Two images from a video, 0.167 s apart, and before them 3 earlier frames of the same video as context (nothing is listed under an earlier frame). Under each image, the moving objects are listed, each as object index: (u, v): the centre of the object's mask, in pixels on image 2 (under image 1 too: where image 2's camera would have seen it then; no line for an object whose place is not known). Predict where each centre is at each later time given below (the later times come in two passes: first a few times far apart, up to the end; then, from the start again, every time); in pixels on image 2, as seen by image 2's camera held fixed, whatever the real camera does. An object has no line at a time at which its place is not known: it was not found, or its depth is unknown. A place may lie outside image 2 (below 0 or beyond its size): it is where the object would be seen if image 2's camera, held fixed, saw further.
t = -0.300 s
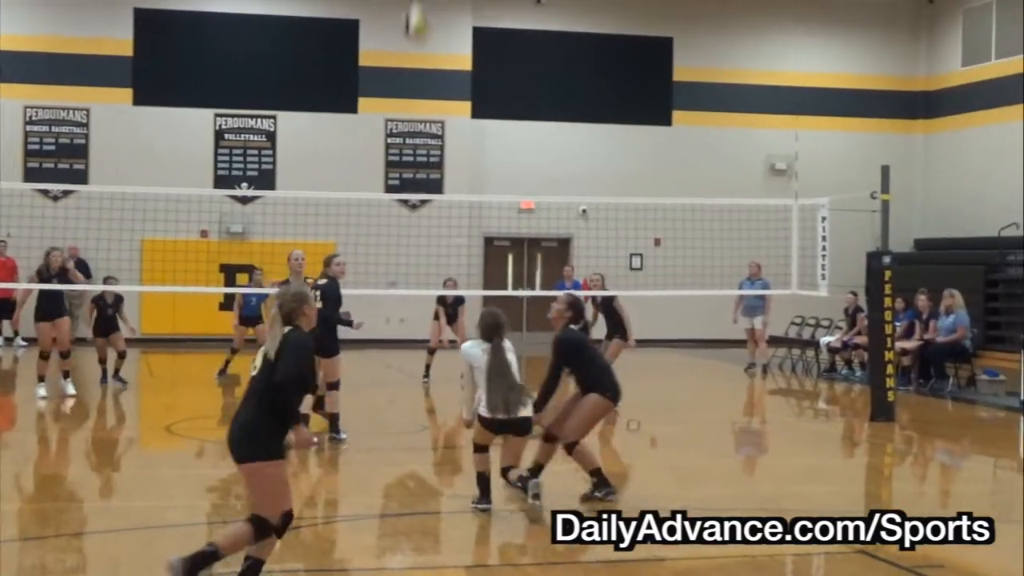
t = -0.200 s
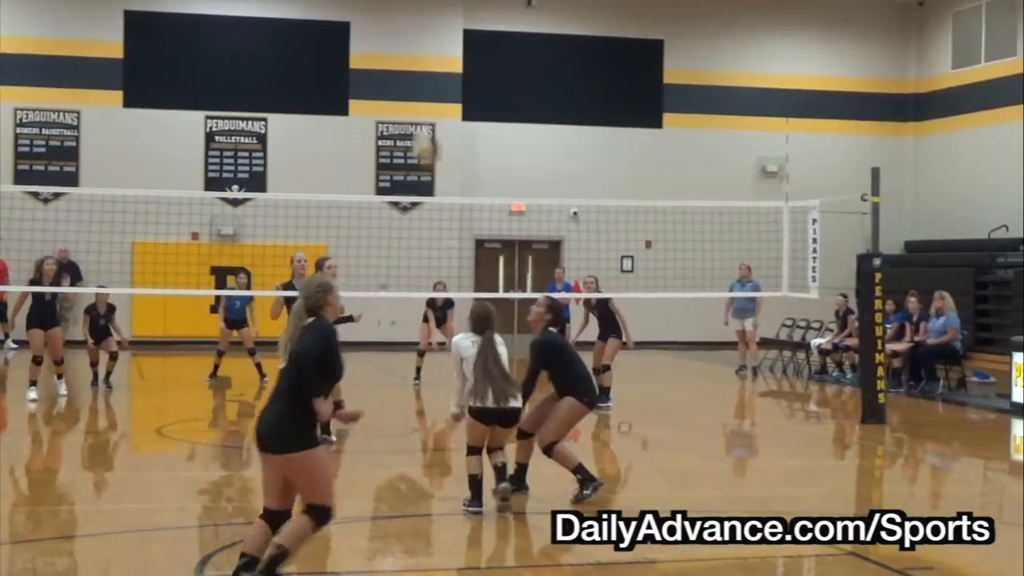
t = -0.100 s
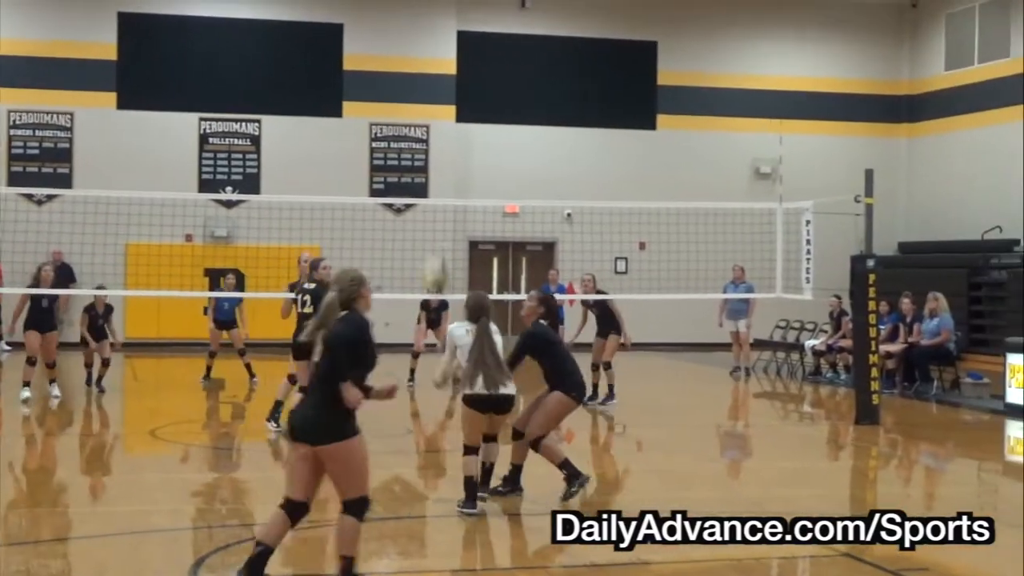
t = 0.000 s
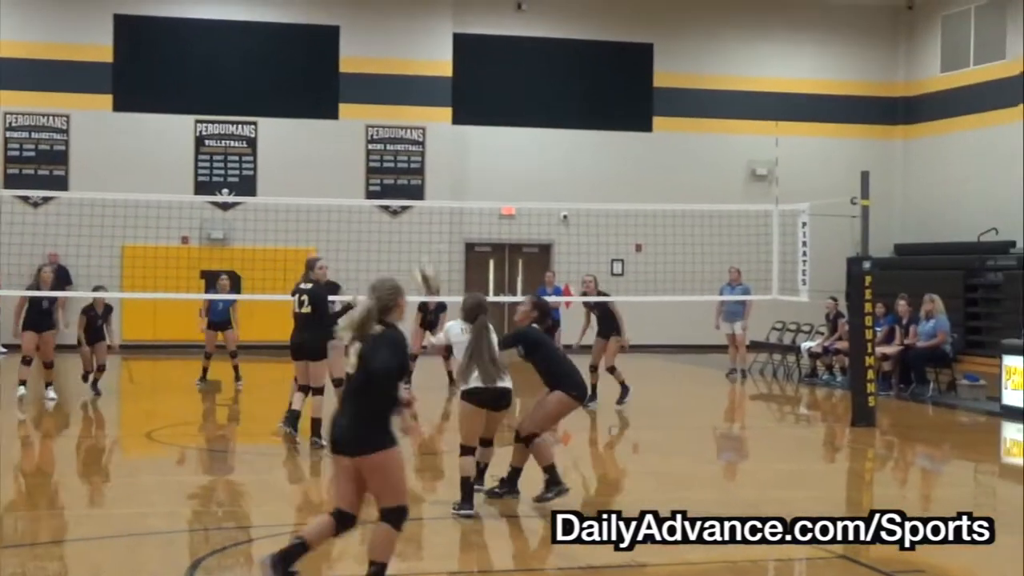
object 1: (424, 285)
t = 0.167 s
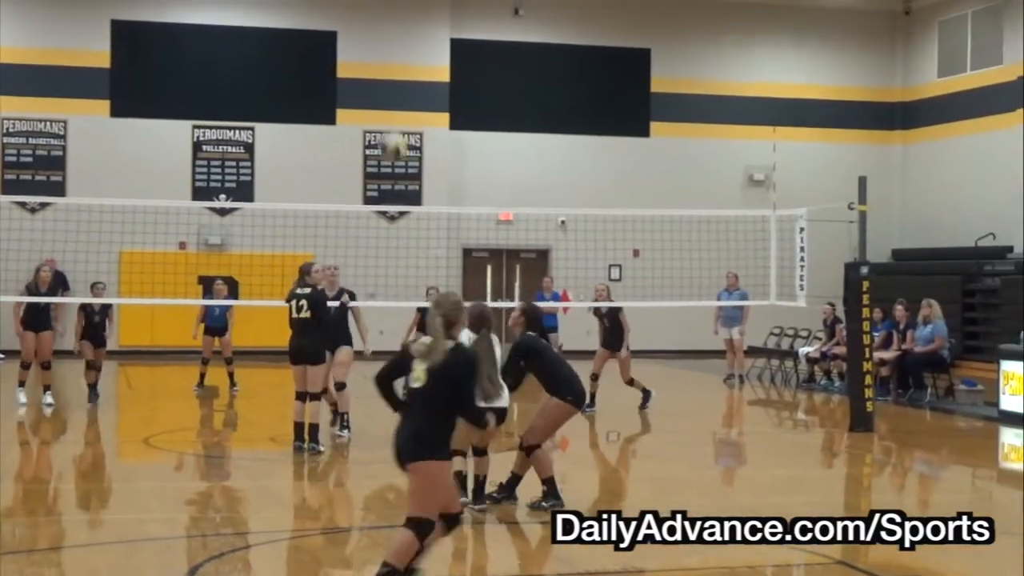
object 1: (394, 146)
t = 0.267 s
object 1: (373, 88)
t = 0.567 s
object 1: (322, 0)
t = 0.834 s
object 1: (288, 15)
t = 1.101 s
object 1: (256, 103)
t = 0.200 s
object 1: (384, 123)
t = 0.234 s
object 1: (379, 104)
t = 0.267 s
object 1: (373, 88)
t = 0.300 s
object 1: (368, 70)
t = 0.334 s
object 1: (362, 55)
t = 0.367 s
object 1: (355, 45)
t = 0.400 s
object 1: (350, 34)
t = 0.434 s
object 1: (343, 24)
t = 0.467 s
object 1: (339, 16)
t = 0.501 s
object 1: (333, 10)
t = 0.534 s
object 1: (327, 5)
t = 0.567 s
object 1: (322, 0)
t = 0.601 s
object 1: (318, -1)
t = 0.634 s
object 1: (314, -2)
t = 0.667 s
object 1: (309, -3)
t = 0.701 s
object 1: (306, -2)
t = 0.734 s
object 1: (300, 1)
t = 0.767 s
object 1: (296, 5)
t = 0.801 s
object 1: (292, 10)
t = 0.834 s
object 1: (288, 15)
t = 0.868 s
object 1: (283, 21)
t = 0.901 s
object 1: (281, 28)
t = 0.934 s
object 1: (275, 42)
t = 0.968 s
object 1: (271, 52)
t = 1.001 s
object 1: (267, 63)
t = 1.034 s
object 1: (263, 76)
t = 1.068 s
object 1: (259, 89)
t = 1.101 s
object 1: (256, 103)
